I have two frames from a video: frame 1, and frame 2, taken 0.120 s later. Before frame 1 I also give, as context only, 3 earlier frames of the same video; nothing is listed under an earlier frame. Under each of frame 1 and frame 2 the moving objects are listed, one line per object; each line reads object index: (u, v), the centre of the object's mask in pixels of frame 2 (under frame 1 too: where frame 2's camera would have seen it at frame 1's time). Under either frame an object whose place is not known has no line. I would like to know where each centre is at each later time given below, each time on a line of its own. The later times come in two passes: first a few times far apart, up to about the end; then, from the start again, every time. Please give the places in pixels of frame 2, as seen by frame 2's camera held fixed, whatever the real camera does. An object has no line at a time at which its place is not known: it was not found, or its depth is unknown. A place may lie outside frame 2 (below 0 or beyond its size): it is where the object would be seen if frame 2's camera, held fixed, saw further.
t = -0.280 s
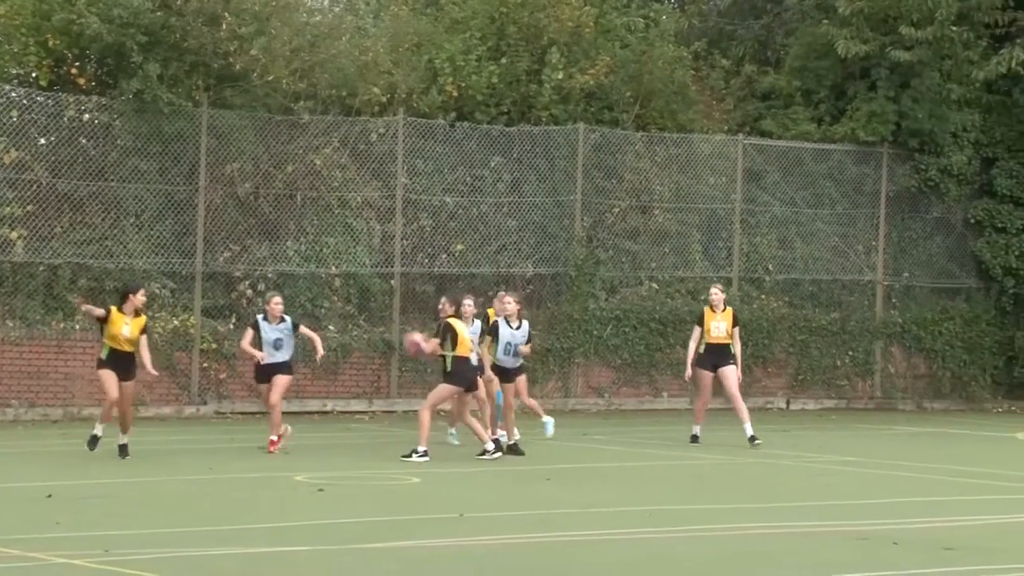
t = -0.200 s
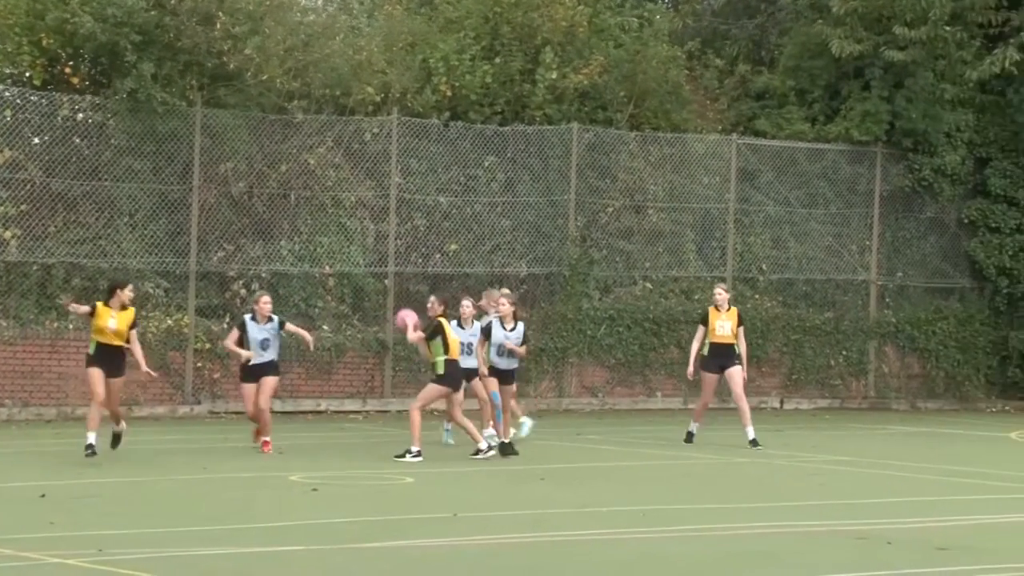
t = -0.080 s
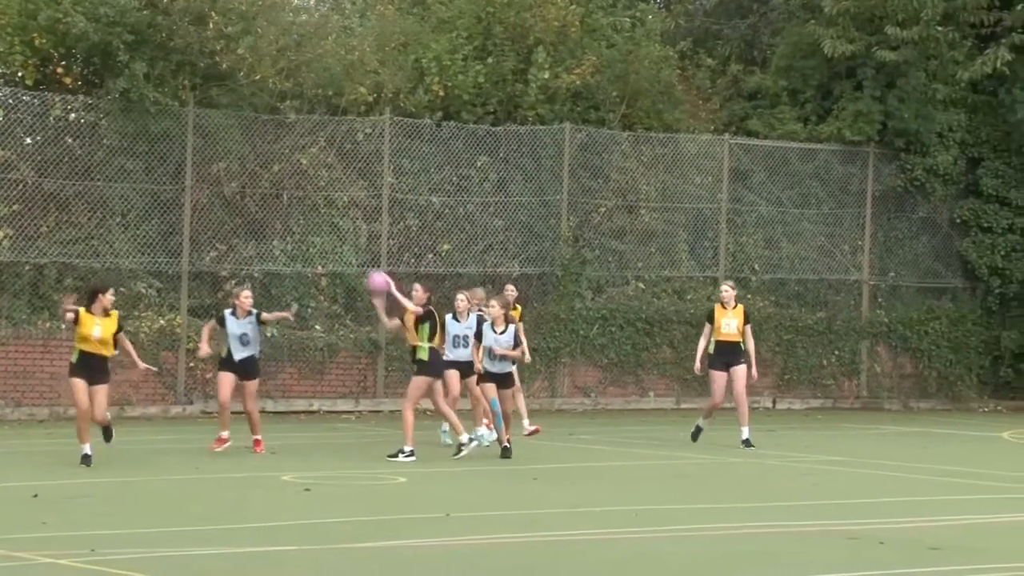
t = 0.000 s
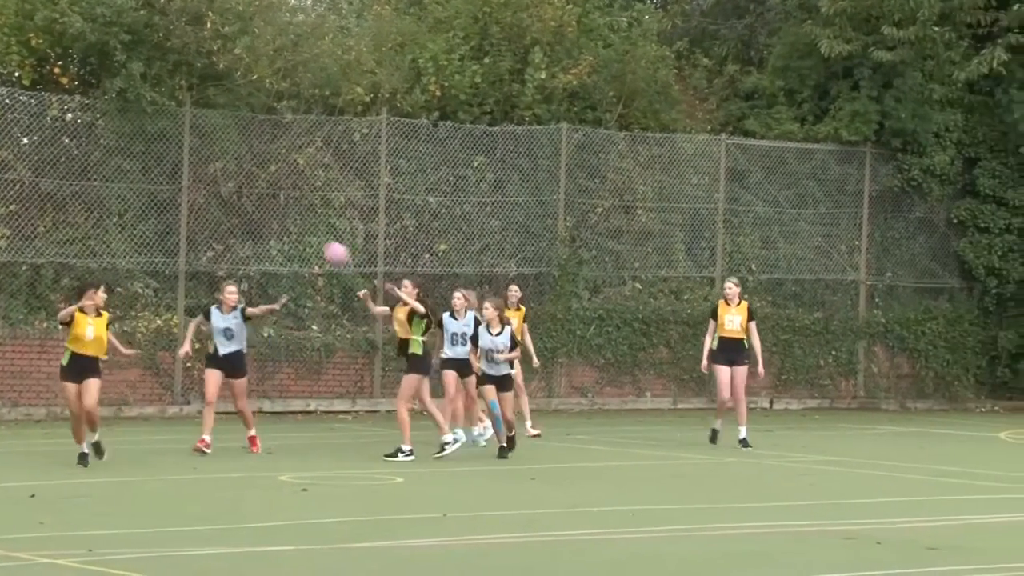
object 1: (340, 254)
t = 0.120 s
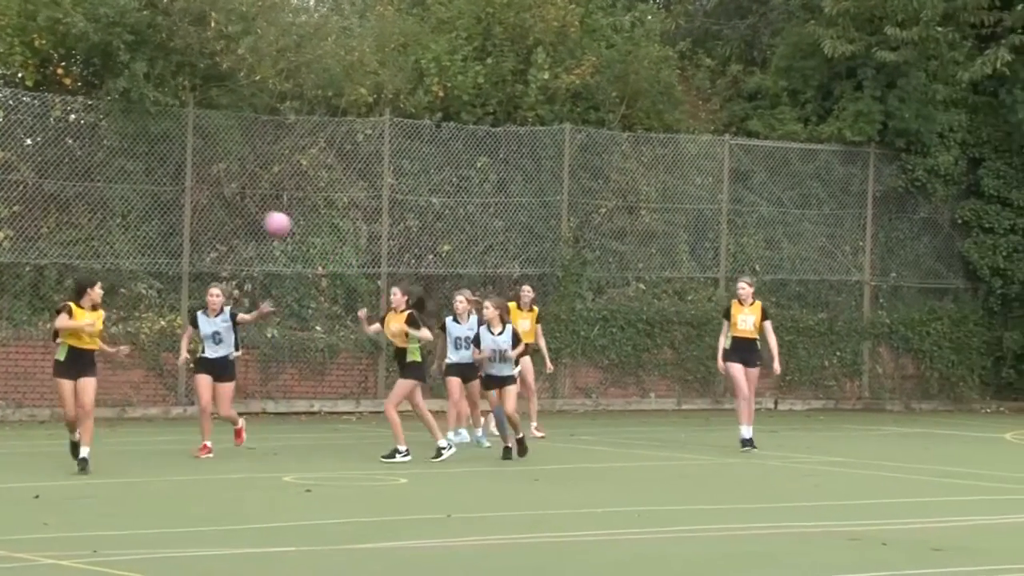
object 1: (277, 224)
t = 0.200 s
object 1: (234, 210)
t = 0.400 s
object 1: (117, 203)
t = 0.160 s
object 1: (256, 216)
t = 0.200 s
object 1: (234, 210)
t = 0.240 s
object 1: (212, 205)
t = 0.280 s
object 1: (189, 203)
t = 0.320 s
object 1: (166, 201)
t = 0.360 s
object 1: (142, 201)
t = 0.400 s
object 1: (117, 203)
